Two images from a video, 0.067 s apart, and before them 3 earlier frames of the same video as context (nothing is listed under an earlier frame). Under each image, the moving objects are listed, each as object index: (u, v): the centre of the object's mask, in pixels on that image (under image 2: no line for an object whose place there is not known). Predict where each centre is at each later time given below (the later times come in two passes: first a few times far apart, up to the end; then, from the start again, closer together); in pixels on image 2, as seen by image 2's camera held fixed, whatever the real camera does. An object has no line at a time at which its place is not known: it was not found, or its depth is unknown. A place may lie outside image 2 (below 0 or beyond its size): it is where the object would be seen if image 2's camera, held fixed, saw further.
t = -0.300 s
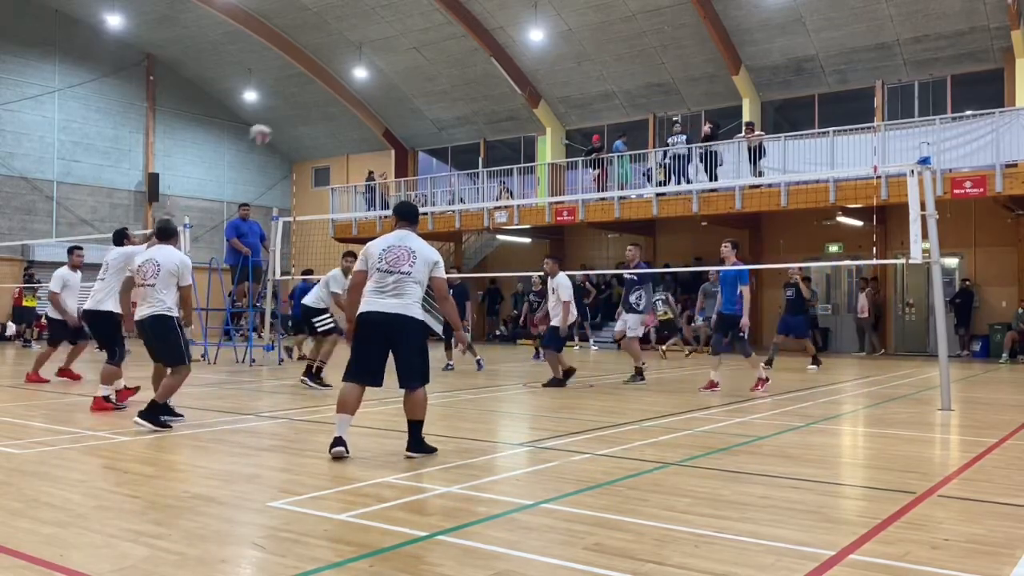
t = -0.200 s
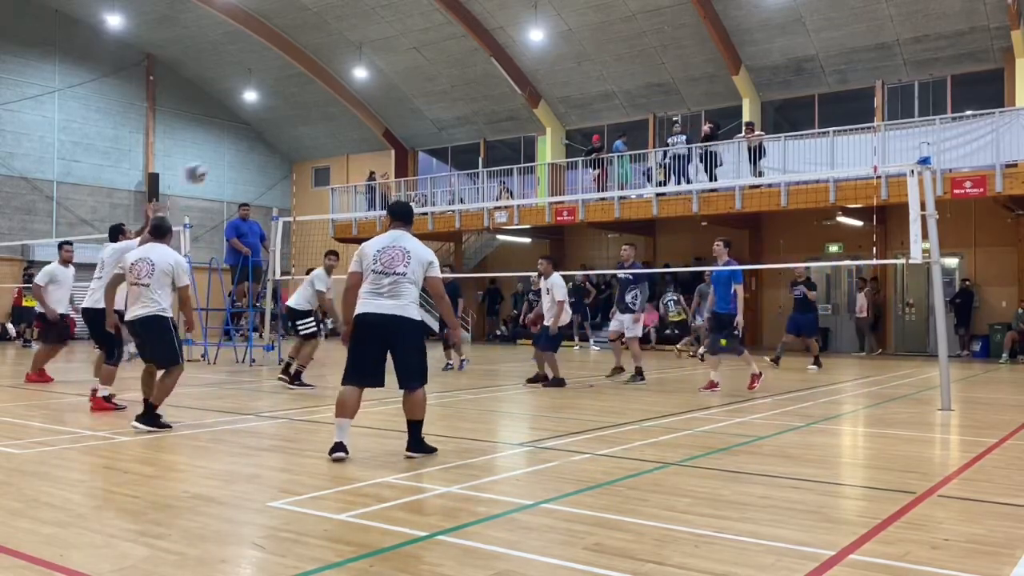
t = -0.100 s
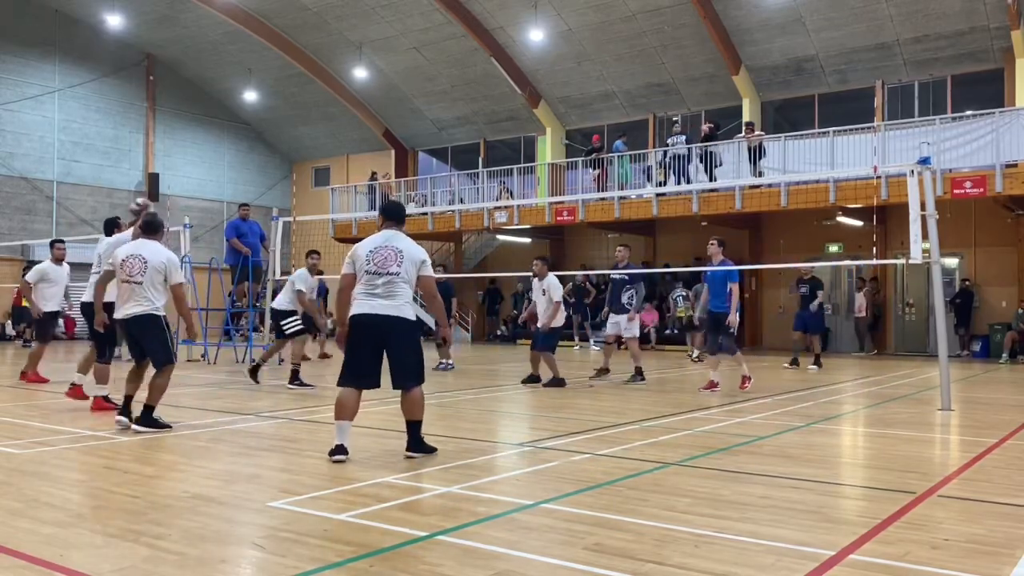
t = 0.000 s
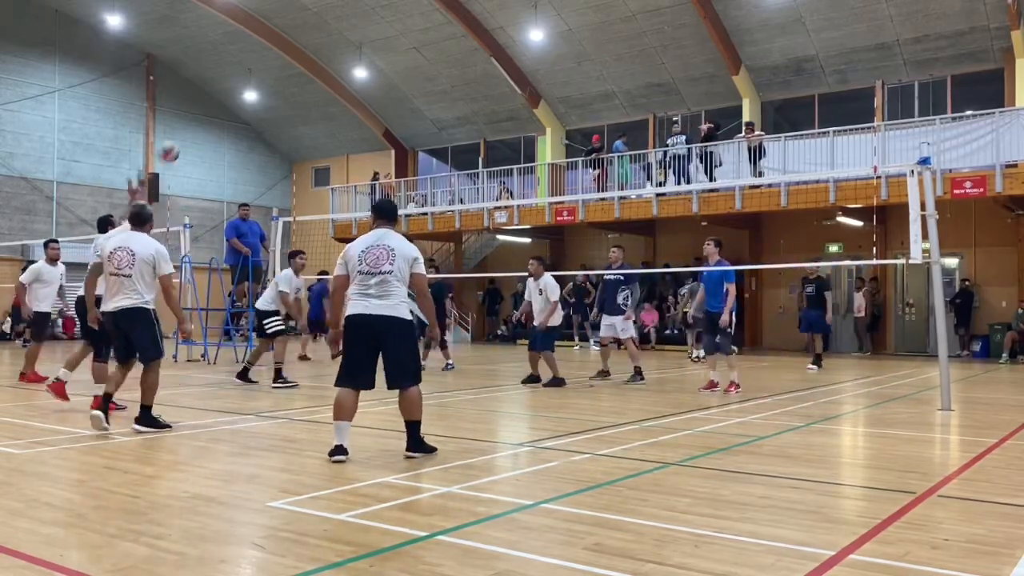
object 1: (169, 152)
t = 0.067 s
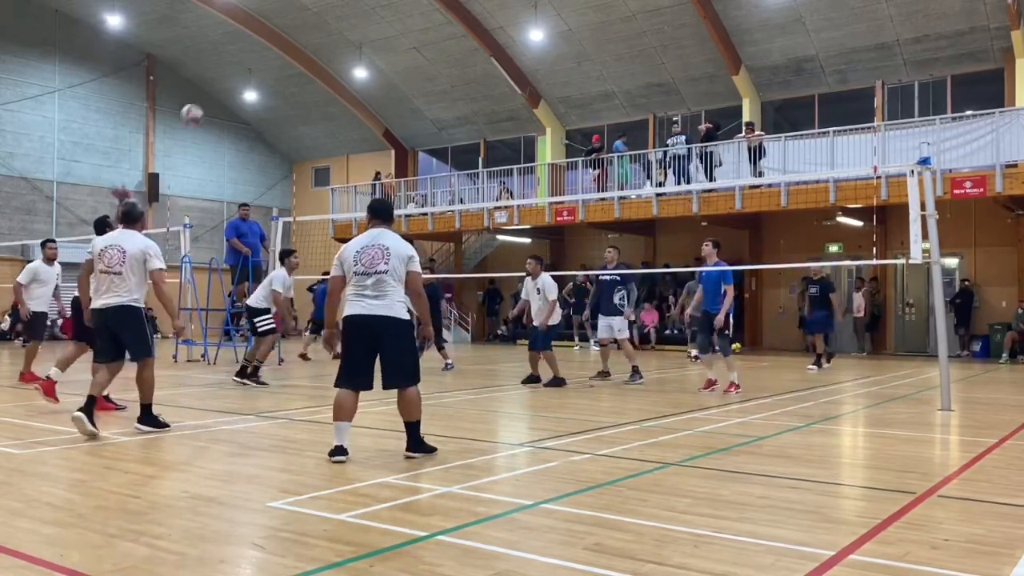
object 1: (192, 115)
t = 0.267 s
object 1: (255, 41)
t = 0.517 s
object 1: (321, 11)
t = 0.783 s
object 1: (382, 40)
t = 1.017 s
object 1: (427, 108)
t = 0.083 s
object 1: (197, 107)
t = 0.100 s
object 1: (203, 98)
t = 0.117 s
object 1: (208, 92)
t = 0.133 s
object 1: (213, 85)
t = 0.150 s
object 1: (219, 78)
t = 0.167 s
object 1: (224, 71)
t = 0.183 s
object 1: (229, 65)
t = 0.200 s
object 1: (235, 59)
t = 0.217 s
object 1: (239, 53)
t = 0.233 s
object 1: (245, 50)
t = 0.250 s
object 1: (250, 45)
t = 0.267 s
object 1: (255, 41)
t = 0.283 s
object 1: (260, 36)
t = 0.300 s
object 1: (264, 33)
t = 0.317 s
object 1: (268, 31)
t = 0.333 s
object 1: (273, 27)
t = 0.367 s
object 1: (282, 21)
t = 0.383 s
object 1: (287, 20)
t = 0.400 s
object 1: (291, 17)
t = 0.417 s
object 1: (296, 16)
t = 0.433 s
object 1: (300, 14)
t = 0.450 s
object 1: (304, 12)
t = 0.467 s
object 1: (309, 11)
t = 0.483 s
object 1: (313, 12)
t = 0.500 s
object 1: (317, 11)
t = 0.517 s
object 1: (321, 11)
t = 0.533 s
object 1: (325, 11)
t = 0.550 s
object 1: (329, 11)
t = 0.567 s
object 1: (334, 12)
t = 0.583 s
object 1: (337, 13)
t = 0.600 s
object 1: (342, 14)
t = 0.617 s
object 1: (345, 15)
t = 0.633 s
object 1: (349, 17)
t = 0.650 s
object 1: (353, 19)
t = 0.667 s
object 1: (357, 21)
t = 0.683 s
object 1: (361, 23)
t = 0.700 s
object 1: (364, 26)
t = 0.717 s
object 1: (368, 29)
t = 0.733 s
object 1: (371, 31)
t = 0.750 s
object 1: (375, 34)
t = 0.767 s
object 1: (379, 37)
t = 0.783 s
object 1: (382, 40)
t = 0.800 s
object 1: (387, 44)
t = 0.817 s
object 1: (390, 48)
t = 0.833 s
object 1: (393, 53)
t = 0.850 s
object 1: (397, 57)
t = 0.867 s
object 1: (400, 61)
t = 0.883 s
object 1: (403, 66)
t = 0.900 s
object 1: (405, 70)
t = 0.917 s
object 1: (408, 75)
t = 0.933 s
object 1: (411, 80)
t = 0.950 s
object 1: (415, 86)
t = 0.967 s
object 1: (418, 91)
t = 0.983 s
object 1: (421, 96)
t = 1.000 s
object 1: (425, 102)
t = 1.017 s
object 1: (427, 108)
